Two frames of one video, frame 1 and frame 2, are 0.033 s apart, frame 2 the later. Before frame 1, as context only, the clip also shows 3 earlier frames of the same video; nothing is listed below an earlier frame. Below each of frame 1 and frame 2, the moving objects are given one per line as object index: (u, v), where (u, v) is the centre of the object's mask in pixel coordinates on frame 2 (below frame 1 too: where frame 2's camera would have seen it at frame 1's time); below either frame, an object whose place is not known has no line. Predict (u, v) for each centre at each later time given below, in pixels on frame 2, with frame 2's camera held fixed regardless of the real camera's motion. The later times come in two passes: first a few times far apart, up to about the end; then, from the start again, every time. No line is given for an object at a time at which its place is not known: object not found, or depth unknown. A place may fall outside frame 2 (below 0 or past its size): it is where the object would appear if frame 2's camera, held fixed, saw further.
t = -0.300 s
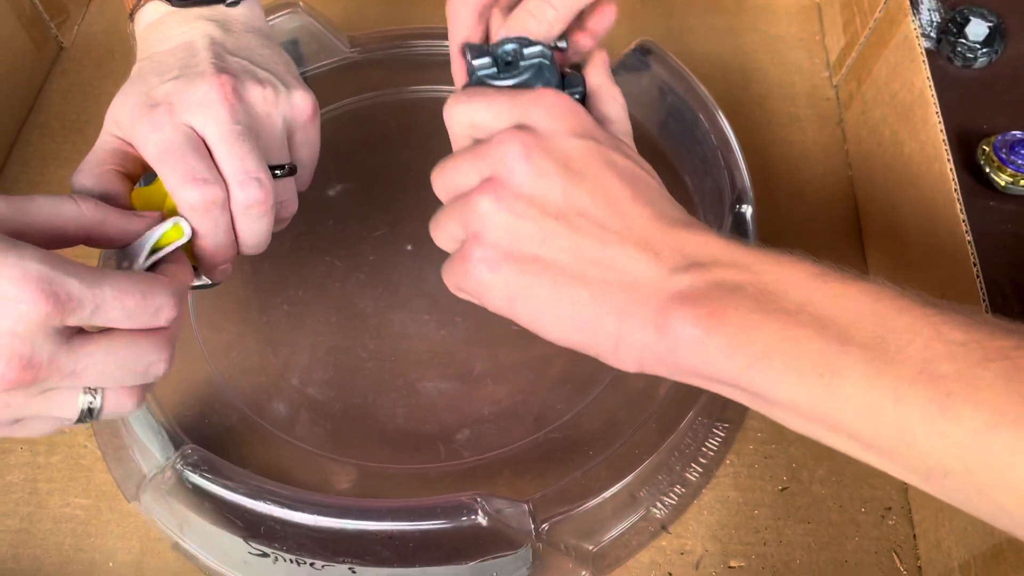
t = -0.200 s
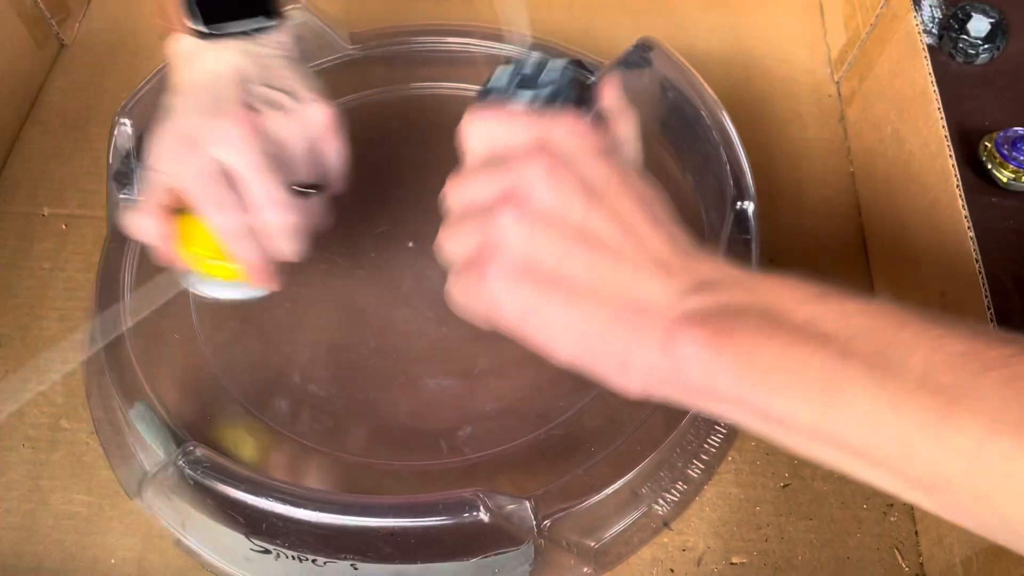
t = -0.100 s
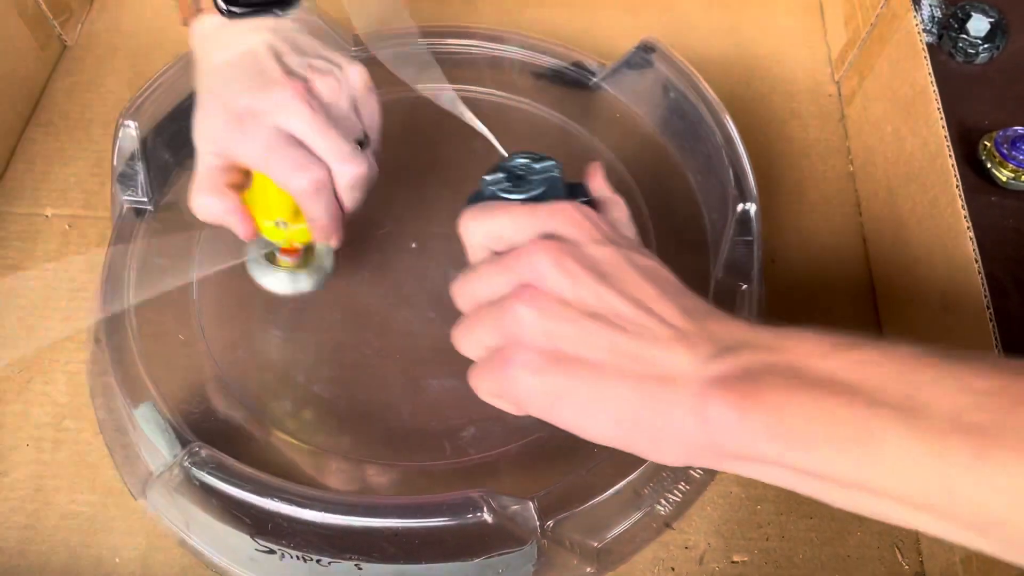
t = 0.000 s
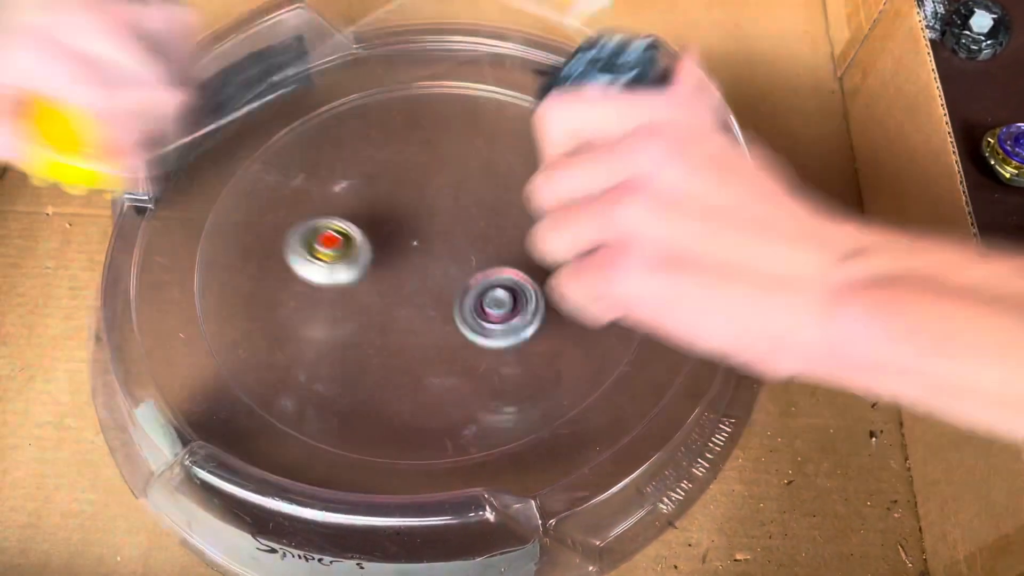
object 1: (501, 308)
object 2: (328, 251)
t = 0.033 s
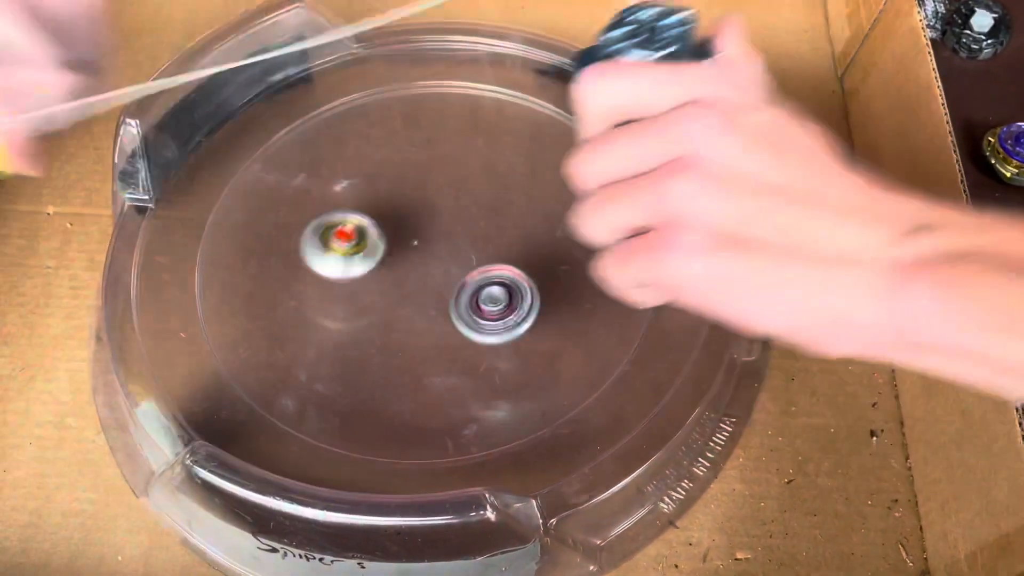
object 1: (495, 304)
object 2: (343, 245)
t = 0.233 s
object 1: (505, 260)
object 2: (410, 192)
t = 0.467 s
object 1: (428, 235)
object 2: (399, 135)
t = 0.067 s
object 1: (492, 301)
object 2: (356, 240)
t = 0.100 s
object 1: (492, 295)
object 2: (371, 231)
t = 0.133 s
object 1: (495, 286)
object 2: (383, 224)
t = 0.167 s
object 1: (499, 278)
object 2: (394, 213)
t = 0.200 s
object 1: (504, 269)
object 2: (403, 202)
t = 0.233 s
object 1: (505, 260)
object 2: (410, 192)
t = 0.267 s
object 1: (503, 250)
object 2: (416, 182)
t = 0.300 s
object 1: (497, 242)
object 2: (419, 172)
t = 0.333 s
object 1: (488, 235)
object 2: (420, 163)
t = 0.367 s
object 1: (474, 231)
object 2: (419, 155)
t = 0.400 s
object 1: (459, 229)
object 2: (415, 147)
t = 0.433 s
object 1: (443, 230)
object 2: (408, 141)
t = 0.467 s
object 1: (428, 235)
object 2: (399, 135)
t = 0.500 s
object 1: (413, 242)
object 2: (388, 132)
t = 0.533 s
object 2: (376, 131)
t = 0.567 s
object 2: (360, 131)
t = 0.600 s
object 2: (344, 133)
